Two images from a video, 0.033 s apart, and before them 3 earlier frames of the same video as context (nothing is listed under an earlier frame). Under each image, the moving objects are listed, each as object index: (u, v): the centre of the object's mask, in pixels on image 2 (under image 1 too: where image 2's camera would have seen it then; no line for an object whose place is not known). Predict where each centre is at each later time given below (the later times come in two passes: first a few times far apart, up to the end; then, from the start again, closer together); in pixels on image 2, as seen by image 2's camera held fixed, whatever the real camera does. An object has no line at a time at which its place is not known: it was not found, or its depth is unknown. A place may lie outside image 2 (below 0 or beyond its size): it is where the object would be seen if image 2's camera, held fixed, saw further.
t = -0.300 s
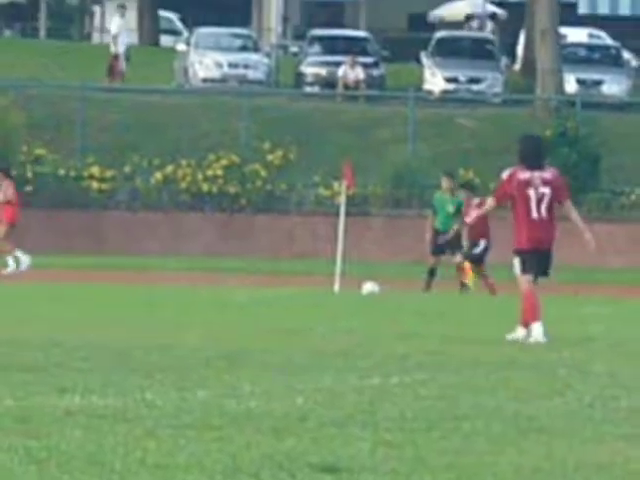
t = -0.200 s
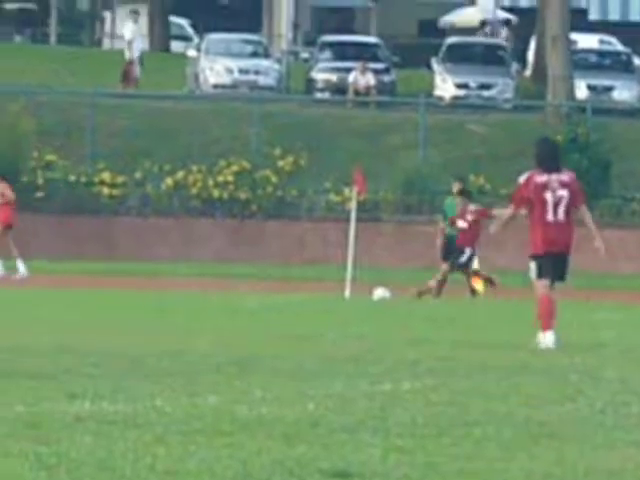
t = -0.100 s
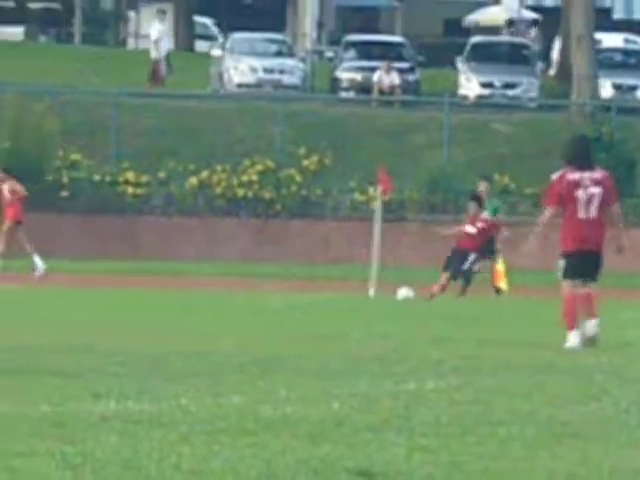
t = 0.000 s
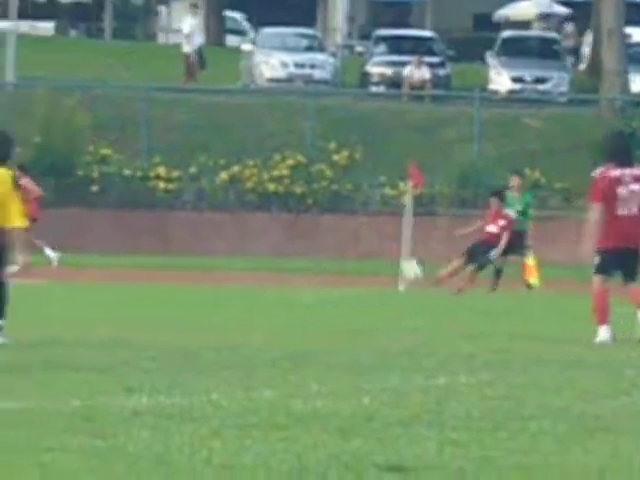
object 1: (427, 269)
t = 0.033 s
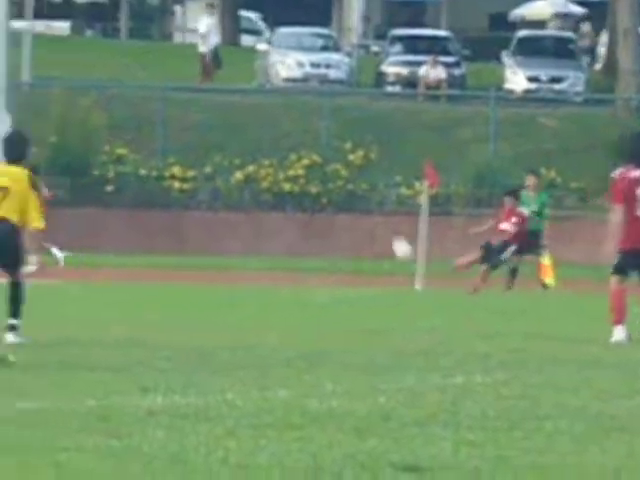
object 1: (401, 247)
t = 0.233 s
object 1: (259, 140)
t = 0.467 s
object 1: (113, 42)
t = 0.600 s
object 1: (33, 3)
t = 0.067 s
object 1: (377, 229)
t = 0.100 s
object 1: (352, 209)
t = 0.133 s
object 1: (329, 191)
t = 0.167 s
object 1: (305, 173)
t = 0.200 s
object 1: (282, 156)
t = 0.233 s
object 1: (259, 140)
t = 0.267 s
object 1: (236, 125)
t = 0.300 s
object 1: (213, 109)
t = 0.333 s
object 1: (193, 94)
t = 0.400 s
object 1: (154, 66)
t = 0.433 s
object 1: (133, 54)
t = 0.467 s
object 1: (113, 42)
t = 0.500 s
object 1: (94, 31)
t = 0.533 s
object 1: (74, 20)
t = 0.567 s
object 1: (52, 12)
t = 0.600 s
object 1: (33, 3)
